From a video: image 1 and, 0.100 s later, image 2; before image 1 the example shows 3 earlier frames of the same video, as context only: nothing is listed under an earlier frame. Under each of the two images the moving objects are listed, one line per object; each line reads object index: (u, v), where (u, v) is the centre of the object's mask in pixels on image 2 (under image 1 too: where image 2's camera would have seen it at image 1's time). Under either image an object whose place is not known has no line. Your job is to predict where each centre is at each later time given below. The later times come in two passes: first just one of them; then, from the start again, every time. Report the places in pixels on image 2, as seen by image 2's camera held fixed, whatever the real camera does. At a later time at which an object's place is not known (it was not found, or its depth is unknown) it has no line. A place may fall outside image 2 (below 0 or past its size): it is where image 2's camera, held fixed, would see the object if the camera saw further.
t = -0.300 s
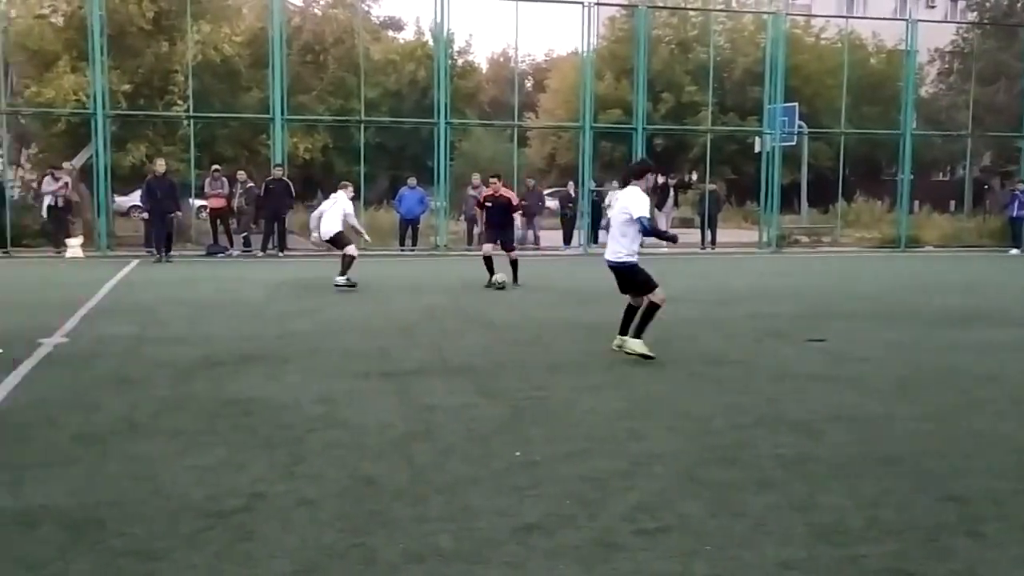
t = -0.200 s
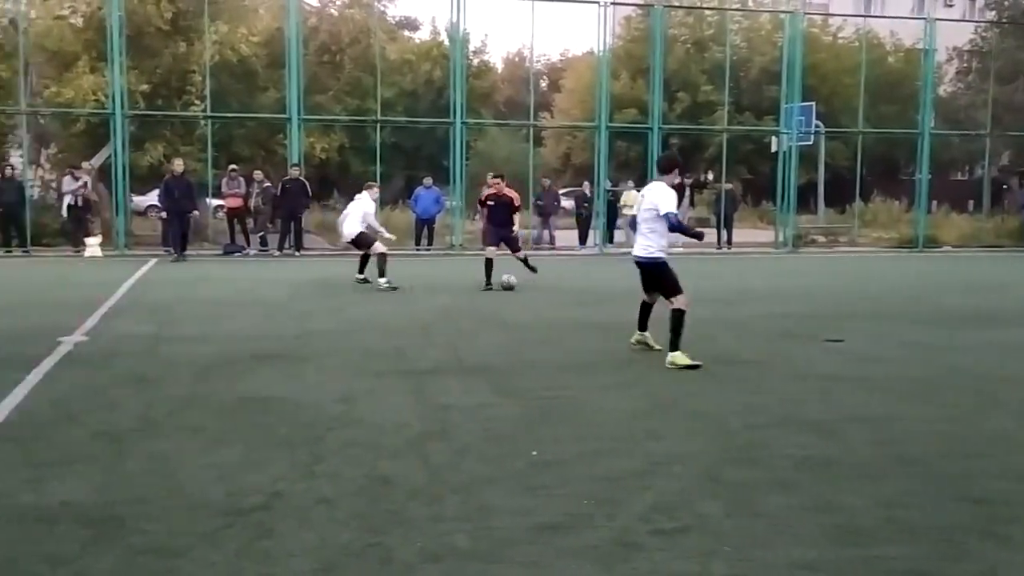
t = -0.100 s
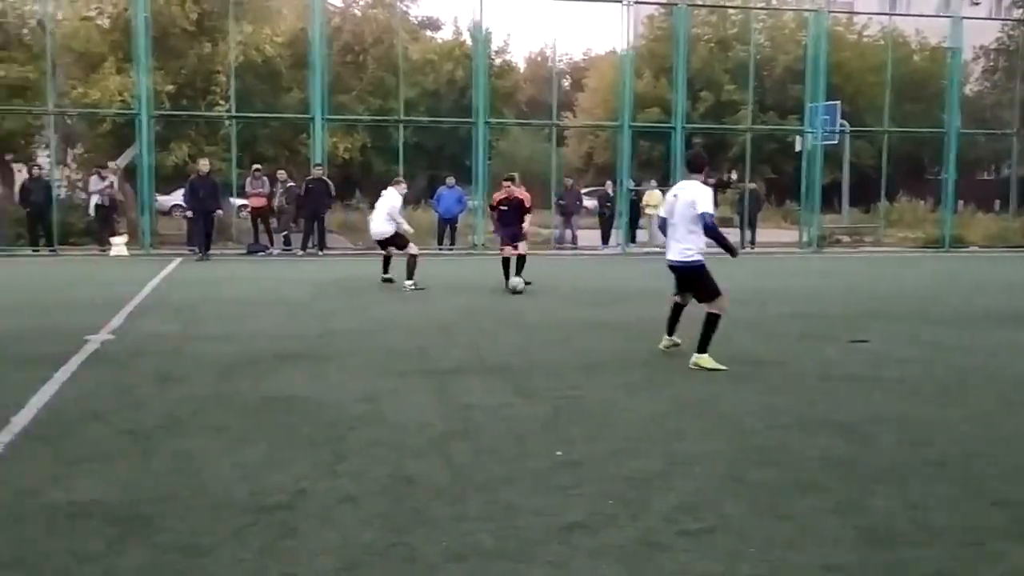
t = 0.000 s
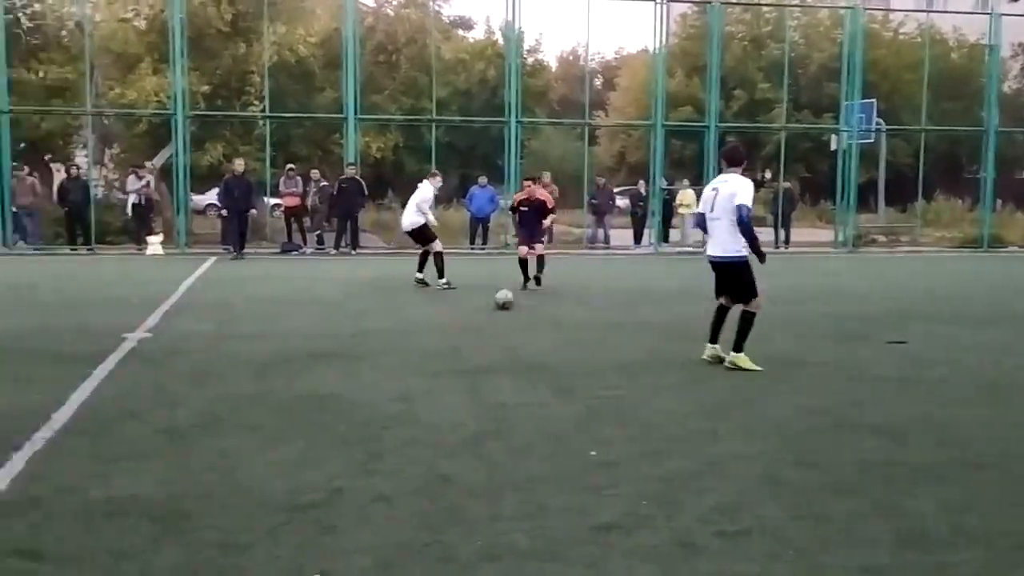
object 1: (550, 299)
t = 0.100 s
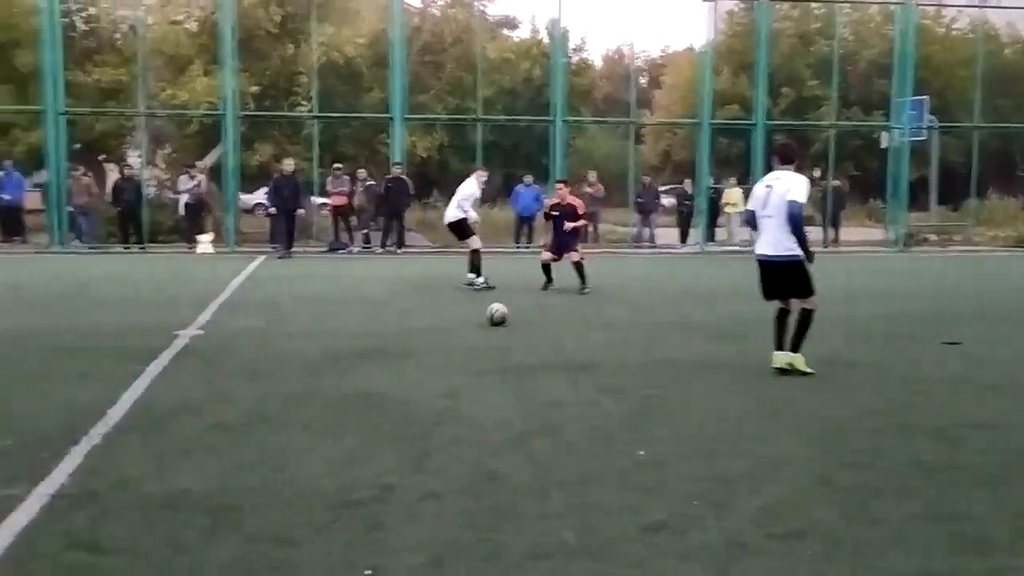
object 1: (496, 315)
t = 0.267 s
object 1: (378, 348)
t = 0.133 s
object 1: (477, 321)
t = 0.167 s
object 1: (455, 327)
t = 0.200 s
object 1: (430, 334)
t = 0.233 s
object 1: (407, 342)
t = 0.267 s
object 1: (378, 348)
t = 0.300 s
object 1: (349, 358)
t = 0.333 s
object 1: (316, 369)
